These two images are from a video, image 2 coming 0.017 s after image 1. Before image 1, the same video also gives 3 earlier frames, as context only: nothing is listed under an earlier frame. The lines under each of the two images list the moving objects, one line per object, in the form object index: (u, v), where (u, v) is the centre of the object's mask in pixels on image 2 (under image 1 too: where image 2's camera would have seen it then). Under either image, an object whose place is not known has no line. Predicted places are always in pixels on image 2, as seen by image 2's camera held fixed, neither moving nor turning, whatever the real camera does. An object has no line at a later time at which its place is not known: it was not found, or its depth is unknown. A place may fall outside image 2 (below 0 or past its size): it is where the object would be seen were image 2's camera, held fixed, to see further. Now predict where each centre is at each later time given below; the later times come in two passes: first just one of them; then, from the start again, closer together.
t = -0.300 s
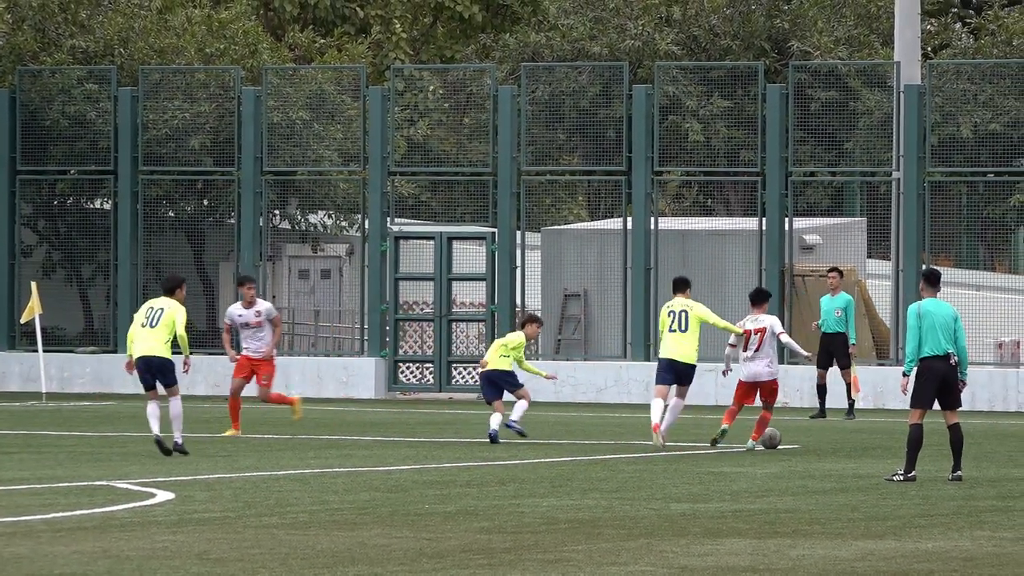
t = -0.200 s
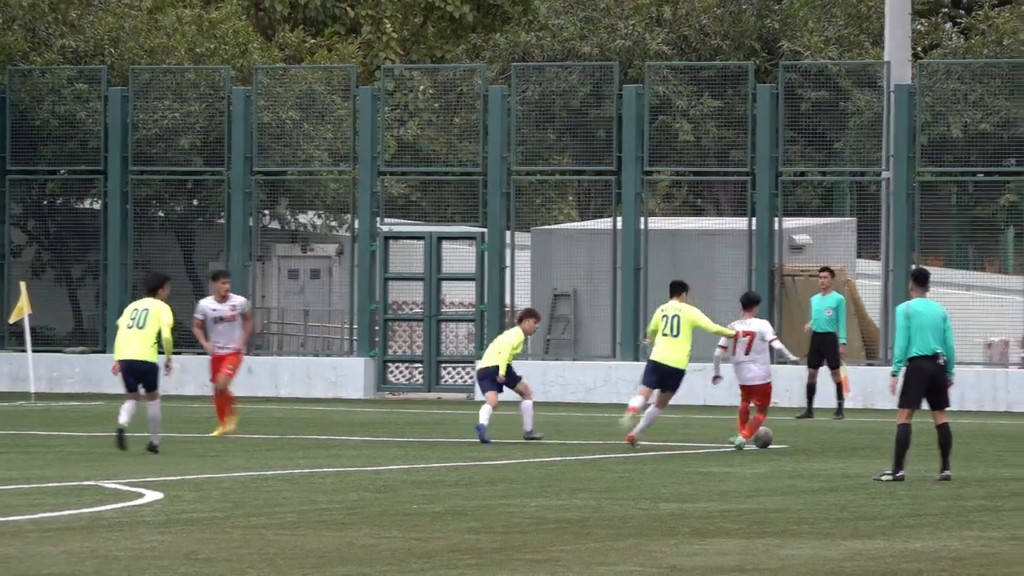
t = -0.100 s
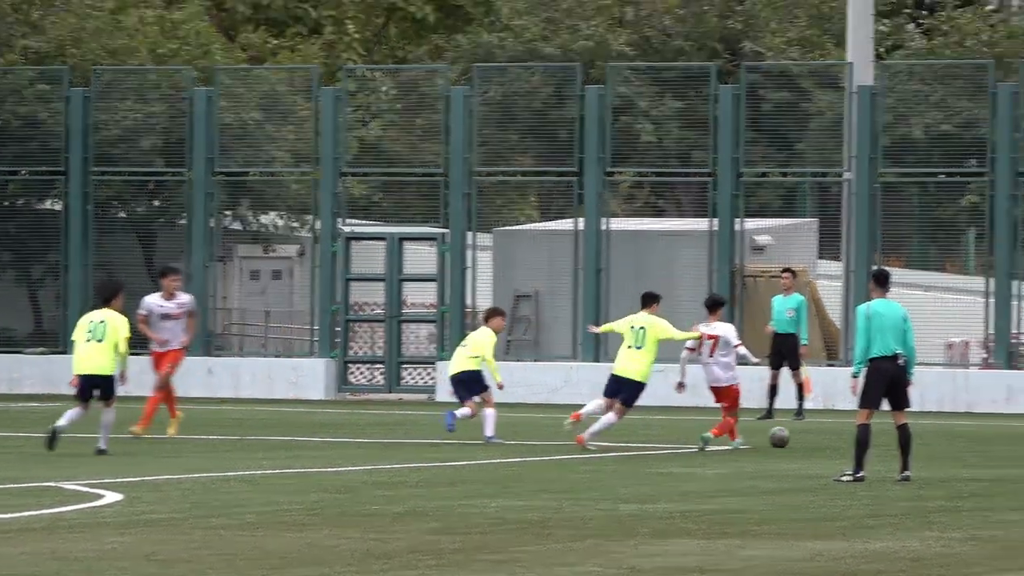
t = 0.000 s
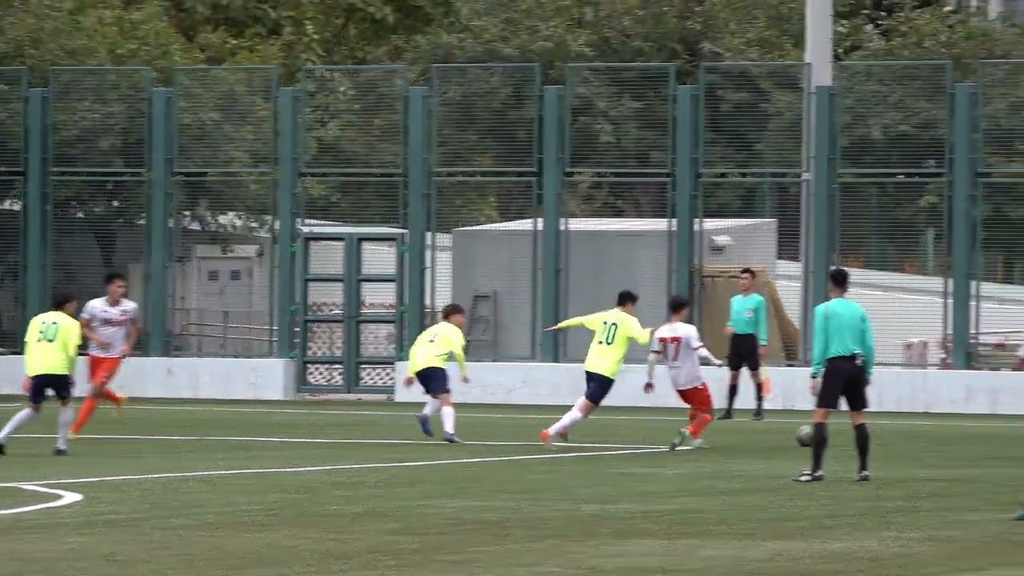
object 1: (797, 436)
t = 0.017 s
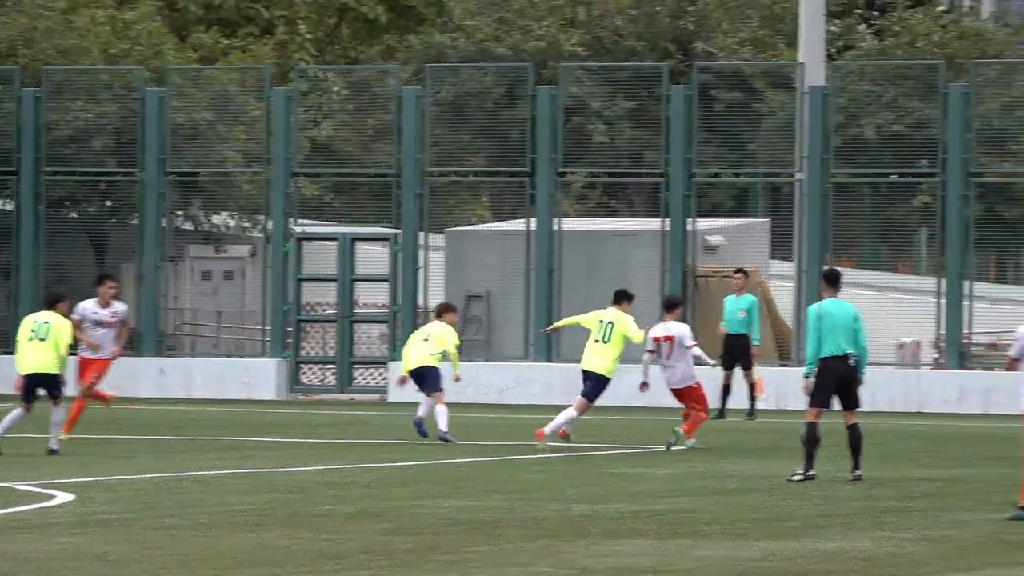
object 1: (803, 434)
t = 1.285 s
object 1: (1333, 459)
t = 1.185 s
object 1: (1296, 456)
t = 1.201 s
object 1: (1302, 457)
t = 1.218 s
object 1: (1308, 458)
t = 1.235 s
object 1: (1315, 458)
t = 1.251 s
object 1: (1321, 459)
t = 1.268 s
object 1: (1327, 459)
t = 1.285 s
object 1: (1333, 459)
